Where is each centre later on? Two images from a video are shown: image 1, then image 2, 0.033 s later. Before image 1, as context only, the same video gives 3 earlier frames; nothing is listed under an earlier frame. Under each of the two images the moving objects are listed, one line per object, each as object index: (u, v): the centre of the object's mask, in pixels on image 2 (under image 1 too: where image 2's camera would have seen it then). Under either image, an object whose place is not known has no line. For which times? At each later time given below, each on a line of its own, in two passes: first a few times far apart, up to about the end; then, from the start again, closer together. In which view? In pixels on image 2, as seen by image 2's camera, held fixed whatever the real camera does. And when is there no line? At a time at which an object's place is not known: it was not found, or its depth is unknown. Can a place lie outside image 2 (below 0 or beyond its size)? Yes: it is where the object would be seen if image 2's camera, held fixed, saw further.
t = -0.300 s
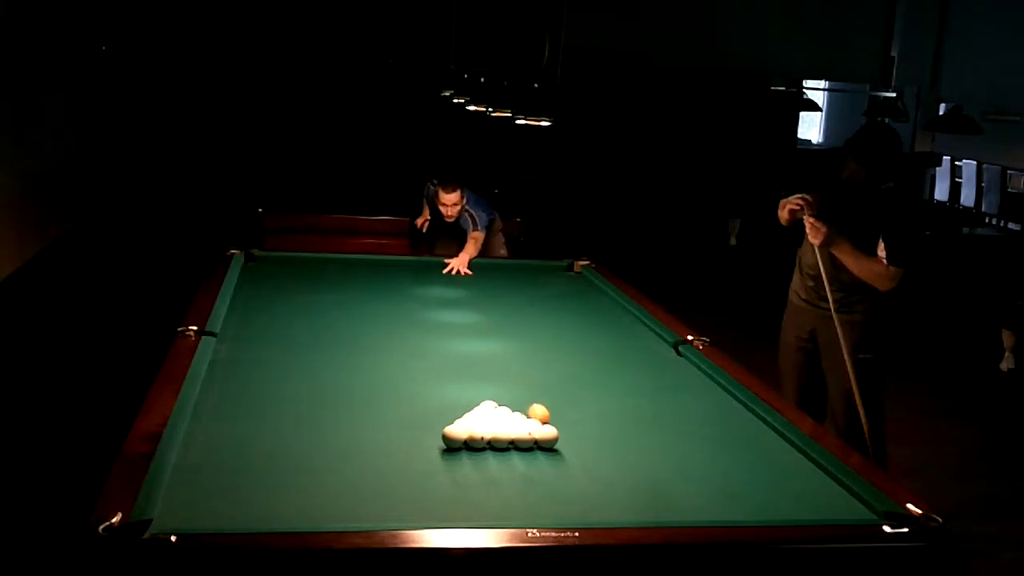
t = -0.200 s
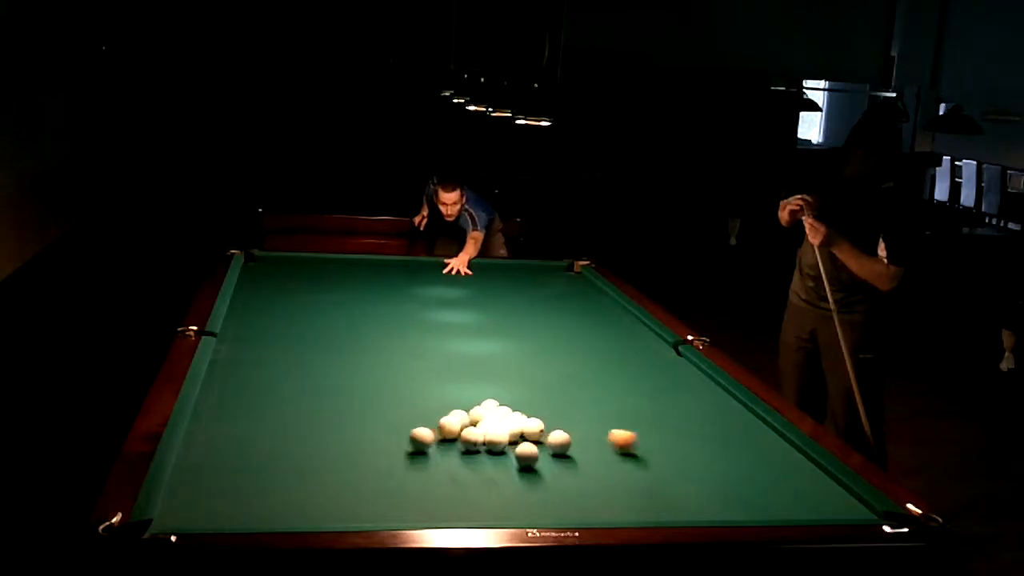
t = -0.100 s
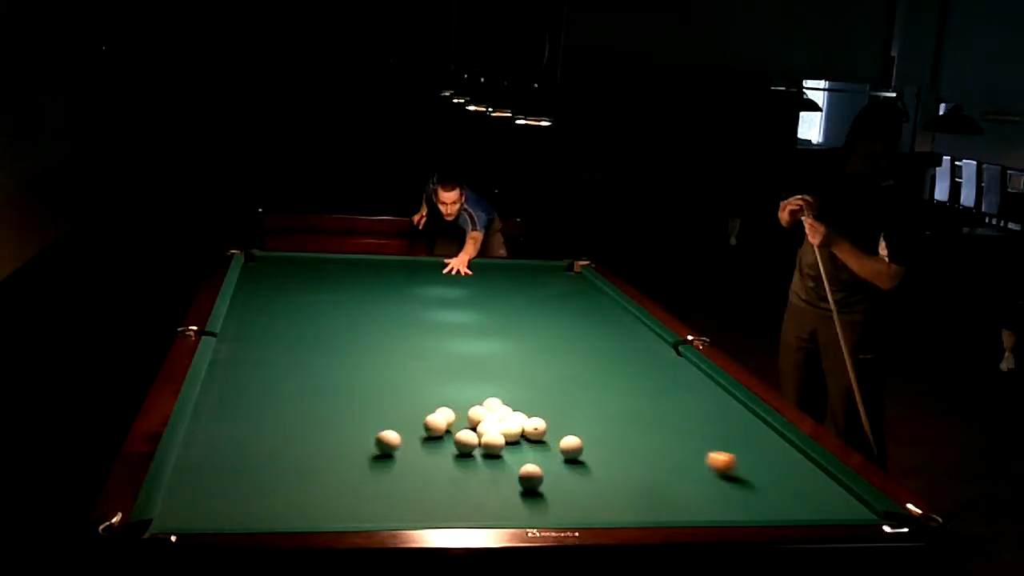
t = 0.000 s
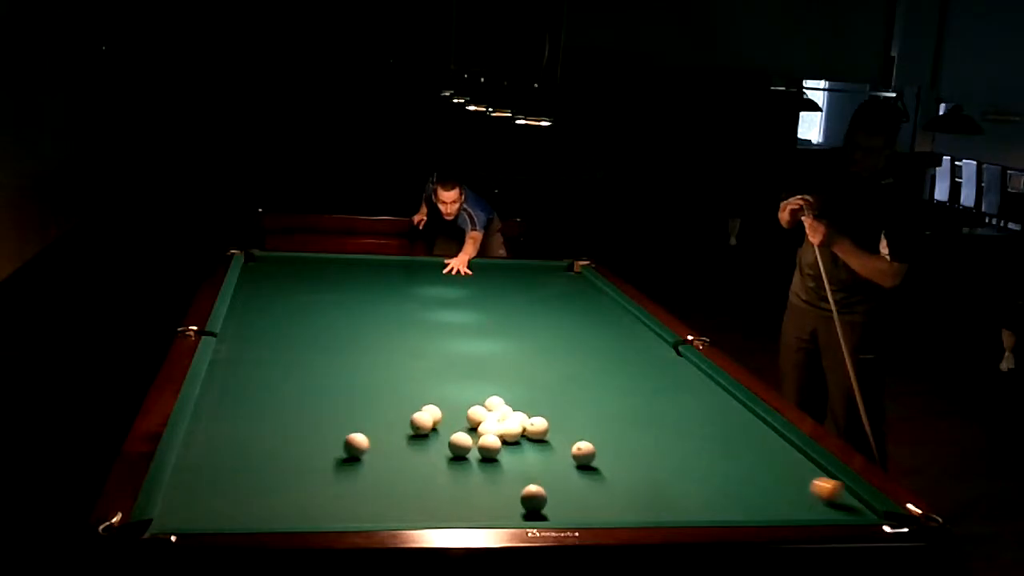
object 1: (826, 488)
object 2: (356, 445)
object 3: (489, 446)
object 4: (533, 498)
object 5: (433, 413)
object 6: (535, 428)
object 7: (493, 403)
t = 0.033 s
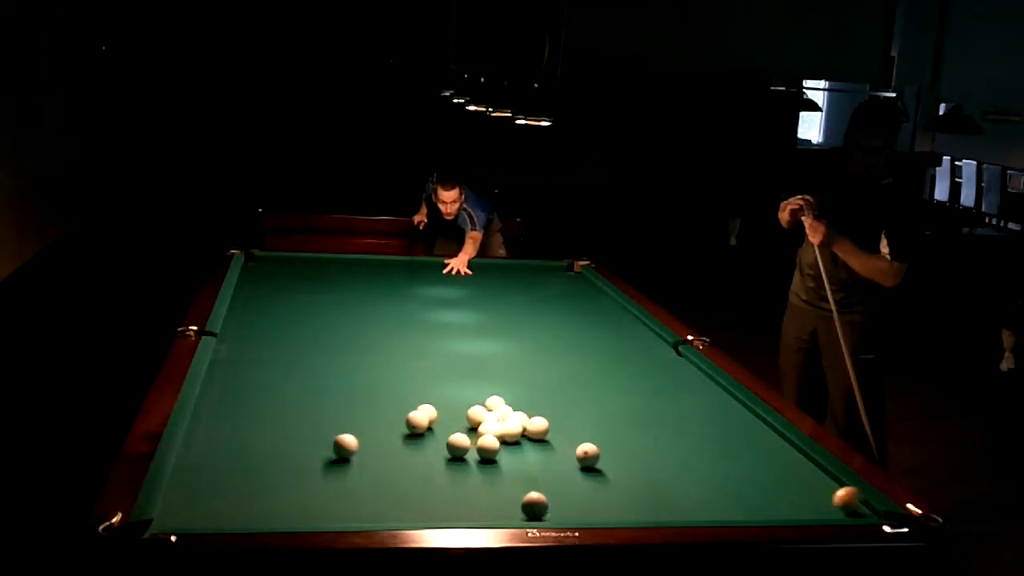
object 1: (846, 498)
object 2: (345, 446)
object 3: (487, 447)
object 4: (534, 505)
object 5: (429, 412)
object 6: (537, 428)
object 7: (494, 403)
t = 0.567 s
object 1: (660, 464)
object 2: (203, 461)
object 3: (464, 464)
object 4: (495, 460)
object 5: (363, 401)
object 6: (545, 424)
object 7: (504, 397)
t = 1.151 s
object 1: (639, 425)
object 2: (313, 470)
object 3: (417, 478)
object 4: (498, 437)
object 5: (301, 390)
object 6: (549, 423)
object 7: (510, 394)
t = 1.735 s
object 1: (622, 395)
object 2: (346, 474)
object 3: (382, 493)
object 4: (502, 429)
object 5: (249, 380)
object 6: (550, 423)
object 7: (514, 392)
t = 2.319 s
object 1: (609, 371)
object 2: (345, 476)
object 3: (352, 505)
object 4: (507, 428)
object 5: (223, 372)
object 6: (550, 423)
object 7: (514, 390)
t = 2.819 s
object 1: (599, 355)
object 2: (346, 476)
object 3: (332, 512)
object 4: (508, 428)
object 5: (242, 370)
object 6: (550, 424)
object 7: (514, 390)
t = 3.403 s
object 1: (589, 340)
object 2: (345, 476)
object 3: (316, 517)
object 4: (508, 428)
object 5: (257, 368)
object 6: (550, 424)
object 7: (514, 390)
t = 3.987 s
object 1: (580, 328)
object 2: (346, 476)
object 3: (313, 516)
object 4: (508, 429)
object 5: (265, 368)
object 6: (550, 424)
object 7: (514, 390)
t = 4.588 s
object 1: (572, 317)
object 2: (346, 476)
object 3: (314, 516)
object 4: (508, 429)
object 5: (266, 367)
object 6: (550, 423)
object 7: (514, 391)
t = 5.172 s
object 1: (564, 309)
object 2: (349, 476)
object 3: (313, 516)
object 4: (508, 429)
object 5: (266, 367)
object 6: (550, 423)
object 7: (514, 390)
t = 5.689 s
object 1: (558, 304)
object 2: (348, 476)
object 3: (313, 516)
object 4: (508, 429)
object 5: (266, 367)
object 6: (550, 424)
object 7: (514, 390)
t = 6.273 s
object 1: (552, 299)
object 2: (348, 476)
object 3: (313, 516)
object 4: (508, 429)
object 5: (266, 367)
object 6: (550, 423)
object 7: (514, 390)
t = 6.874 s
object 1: (546, 295)
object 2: (348, 476)
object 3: (313, 516)
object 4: (508, 429)
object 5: (266, 367)
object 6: (550, 423)
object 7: (514, 390)
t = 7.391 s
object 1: (543, 293)
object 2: (348, 476)
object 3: (313, 516)
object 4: (508, 429)
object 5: (266, 367)
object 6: (550, 423)
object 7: (514, 390)
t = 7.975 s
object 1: (541, 292)
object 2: (348, 476)
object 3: (313, 516)
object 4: (508, 429)
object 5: (266, 367)
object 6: (550, 423)
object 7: (514, 390)
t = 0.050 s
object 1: (840, 501)
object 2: (340, 446)
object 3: (487, 447)
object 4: (535, 509)
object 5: (427, 412)
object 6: (537, 428)
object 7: (494, 402)
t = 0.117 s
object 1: (813, 511)
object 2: (318, 448)
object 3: (484, 450)
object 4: (534, 512)
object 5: (418, 410)
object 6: (537, 427)
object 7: (495, 402)
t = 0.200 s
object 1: (761, 503)
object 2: (290, 450)
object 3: (481, 453)
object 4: (524, 502)
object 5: (407, 409)
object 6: (540, 427)
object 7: (496, 400)
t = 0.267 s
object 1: (720, 493)
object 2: (268, 452)
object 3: (479, 455)
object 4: (517, 493)
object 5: (399, 407)
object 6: (541, 426)
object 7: (498, 400)
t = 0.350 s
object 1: (679, 481)
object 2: (239, 455)
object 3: (475, 457)
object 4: (509, 483)
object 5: (389, 405)
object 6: (542, 425)
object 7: (500, 399)
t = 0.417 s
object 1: (660, 476)
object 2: (217, 457)
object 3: (473, 459)
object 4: (503, 476)
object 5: (381, 403)
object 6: (543, 425)
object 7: (502, 398)
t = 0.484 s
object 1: (662, 471)
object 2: (194, 460)
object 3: (471, 462)
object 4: (497, 468)
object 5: (373, 401)
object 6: (544, 424)
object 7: (503, 398)
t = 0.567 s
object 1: (660, 464)
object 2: (203, 461)
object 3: (464, 464)
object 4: (495, 460)
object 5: (363, 401)
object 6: (545, 424)
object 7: (504, 397)
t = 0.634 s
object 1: (657, 459)
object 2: (216, 462)
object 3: (457, 465)
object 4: (494, 454)
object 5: (355, 399)
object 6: (546, 424)
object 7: (505, 397)
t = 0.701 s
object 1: (655, 454)
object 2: (229, 463)
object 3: (450, 467)
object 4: (494, 449)
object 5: (348, 398)
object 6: (546, 424)
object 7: (506, 396)
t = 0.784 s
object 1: (652, 448)
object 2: (245, 465)
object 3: (441, 468)
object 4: (494, 443)
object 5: (338, 396)
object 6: (547, 424)
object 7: (507, 396)
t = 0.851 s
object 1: (649, 444)
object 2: (258, 466)
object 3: (436, 470)
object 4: (494, 441)
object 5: (331, 395)
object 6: (548, 423)
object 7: (507, 396)
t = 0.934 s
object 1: (647, 438)
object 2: (273, 467)
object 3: (431, 472)
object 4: (495, 440)
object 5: (323, 394)
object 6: (548, 423)
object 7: (508, 395)
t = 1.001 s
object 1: (644, 434)
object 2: (286, 468)
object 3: (427, 474)
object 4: (496, 439)
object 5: (316, 392)
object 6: (549, 423)
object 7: (509, 395)
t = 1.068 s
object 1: (642, 430)
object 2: (298, 469)
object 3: (422, 476)
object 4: (497, 438)
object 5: (309, 391)
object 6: (549, 423)
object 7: (510, 394)
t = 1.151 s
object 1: (639, 425)
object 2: (313, 470)
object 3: (417, 478)
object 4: (498, 437)
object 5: (301, 390)
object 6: (549, 423)
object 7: (510, 394)
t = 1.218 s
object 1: (637, 421)
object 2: (325, 470)
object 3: (413, 480)
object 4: (498, 436)
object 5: (294, 388)
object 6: (549, 423)
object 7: (511, 394)
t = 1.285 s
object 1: (635, 418)
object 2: (337, 472)
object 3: (409, 482)
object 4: (499, 435)
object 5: (288, 387)
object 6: (550, 423)
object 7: (511, 394)
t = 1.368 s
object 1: (632, 413)
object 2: (348, 472)
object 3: (404, 484)
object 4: (499, 434)
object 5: (280, 386)
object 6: (549, 424)
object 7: (512, 393)
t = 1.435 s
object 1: (630, 409)
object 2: (347, 473)
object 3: (400, 486)
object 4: (500, 433)
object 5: (274, 385)
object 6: (549, 424)
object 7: (512, 393)
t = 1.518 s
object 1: (628, 405)
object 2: (346, 473)
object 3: (395, 487)
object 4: (500, 431)
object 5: (267, 384)
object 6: (549, 423)
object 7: (512, 392)
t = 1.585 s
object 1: (626, 402)
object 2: (346, 474)
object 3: (391, 489)
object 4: (501, 431)
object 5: (261, 382)
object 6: (550, 423)
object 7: (513, 392)
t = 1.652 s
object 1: (624, 398)
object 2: (346, 474)
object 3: (387, 491)
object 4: (501, 430)
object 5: (256, 381)
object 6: (550, 423)
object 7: (513, 392)
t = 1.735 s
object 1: (622, 395)
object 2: (346, 474)
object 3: (382, 493)
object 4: (502, 429)
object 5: (249, 380)
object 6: (550, 423)
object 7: (514, 392)
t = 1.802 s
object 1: (621, 392)
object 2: (345, 475)
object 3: (379, 494)
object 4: (503, 429)
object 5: (244, 379)
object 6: (550, 423)
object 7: (514, 391)
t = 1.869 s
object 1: (619, 389)
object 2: (345, 475)
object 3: (375, 496)
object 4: (504, 429)
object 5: (238, 378)
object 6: (550, 423)
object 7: (514, 391)
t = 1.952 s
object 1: (617, 385)
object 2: (345, 475)
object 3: (371, 497)
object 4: (505, 428)
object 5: (232, 377)
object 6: (550, 423)
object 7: (514, 391)
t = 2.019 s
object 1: (615, 382)
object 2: (345, 475)
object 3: (368, 498)
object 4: (505, 428)
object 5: (227, 376)
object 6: (550, 423)
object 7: (514, 391)
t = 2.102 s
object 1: (613, 379)
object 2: (345, 475)
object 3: (363, 501)
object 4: (506, 428)
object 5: (221, 375)
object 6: (550, 423)
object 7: (514, 390)
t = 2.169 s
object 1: (612, 377)
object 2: (345, 476)
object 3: (360, 502)
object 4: (506, 428)
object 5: (217, 373)
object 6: (550, 423)
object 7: (514, 390)
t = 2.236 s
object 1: (611, 374)
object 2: (345, 476)
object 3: (356, 503)
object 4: (507, 428)
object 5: (220, 372)
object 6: (550, 423)
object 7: (514, 390)
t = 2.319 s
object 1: (609, 371)
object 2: (345, 476)
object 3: (352, 505)
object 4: (507, 428)
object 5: (223, 372)
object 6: (550, 423)
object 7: (514, 390)
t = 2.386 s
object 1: (607, 369)
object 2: (345, 476)
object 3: (349, 506)
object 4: (507, 428)
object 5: (226, 372)
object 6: (550, 423)
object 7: (514, 390)
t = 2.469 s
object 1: (606, 366)
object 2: (345, 476)
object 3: (346, 508)
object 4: (508, 428)
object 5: (229, 372)
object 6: (550, 424)
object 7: (514, 390)
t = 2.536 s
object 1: (604, 363)
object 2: (346, 476)
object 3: (343, 509)
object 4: (508, 428)
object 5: (231, 371)
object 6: (550, 424)
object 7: (514, 390)
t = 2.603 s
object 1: (603, 362)
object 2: (346, 476)
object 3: (340, 510)
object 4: (508, 428)
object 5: (234, 371)
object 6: (550, 424)
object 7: (514, 390)
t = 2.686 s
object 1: (602, 359)
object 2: (346, 476)
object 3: (336, 511)
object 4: (508, 428)
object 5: (237, 370)
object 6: (550, 424)
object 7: (514, 390)
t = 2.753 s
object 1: (601, 357)
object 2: (346, 476)
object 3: (334, 511)
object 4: (508, 428)
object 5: (239, 370)
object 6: (550, 424)
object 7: (514, 390)
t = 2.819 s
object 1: (599, 355)
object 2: (346, 476)
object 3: (332, 512)
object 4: (508, 428)
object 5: (242, 370)
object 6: (550, 424)
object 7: (514, 390)
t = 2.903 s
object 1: (598, 353)
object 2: (346, 476)
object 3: (329, 513)
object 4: (508, 428)
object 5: (244, 369)
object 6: (550, 424)
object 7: (514, 390)
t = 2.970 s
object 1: (596, 351)
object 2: (345, 476)
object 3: (327, 513)
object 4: (508, 428)
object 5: (246, 369)
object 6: (550, 424)
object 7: (514, 390)
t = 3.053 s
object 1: (595, 349)
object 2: (346, 476)
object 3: (324, 514)
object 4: (508, 428)
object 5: (248, 369)
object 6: (550, 424)
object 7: (514, 390)
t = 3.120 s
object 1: (594, 347)
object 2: (346, 476)
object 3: (322, 515)
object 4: (508, 428)
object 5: (250, 369)
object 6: (550, 424)
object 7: (514, 390)
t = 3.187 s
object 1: (593, 345)
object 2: (346, 476)
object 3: (321, 515)
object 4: (508, 428)
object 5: (252, 369)
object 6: (550, 424)
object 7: (514, 390)
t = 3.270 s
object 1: (591, 343)
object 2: (346, 476)
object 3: (319, 516)
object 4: (508, 428)
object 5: (254, 369)
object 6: (550, 424)
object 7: (514, 390)
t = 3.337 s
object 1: (590, 341)
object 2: (346, 476)
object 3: (317, 516)
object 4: (508, 428)
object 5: (256, 369)
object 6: (550, 424)
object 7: (514, 390)
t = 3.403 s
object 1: (589, 340)
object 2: (345, 476)
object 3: (316, 517)
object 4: (508, 428)
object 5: (257, 368)
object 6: (550, 424)
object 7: (514, 390)
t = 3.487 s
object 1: (588, 338)
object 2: (345, 476)
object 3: (315, 517)
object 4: (508, 428)
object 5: (259, 368)
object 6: (550, 424)
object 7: (514, 390)
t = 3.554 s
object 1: (587, 336)
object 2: (346, 476)
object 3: (314, 517)
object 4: (508, 428)
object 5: (260, 368)
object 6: (550, 424)
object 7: (514, 390)
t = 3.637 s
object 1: (585, 334)
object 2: (346, 476)
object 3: (314, 517)
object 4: (508, 428)
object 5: (261, 368)
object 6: (550, 424)
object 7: (514, 390)
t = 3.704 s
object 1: (584, 333)
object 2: (346, 476)
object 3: (313, 517)
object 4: (508, 428)
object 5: (262, 367)
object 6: (550, 424)
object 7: (514, 390)
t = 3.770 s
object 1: (583, 332)
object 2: (345, 476)
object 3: (313, 517)
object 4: (508, 428)
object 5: (263, 368)
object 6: (550, 424)
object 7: (514, 390)
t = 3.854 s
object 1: (582, 330)
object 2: (346, 476)
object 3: (313, 517)
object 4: (508, 428)
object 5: (264, 368)
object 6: (550, 424)
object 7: (514, 390)
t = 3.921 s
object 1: (581, 329)
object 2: (346, 476)
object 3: (313, 517)
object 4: (508, 428)
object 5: (264, 368)
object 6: (550, 424)
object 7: (514, 390)
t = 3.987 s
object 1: (580, 328)
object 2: (346, 476)
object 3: (313, 516)
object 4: (508, 429)
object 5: (265, 368)
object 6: (550, 424)
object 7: (514, 390)
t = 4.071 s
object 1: (578, 326)
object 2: (346, 475)
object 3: (313, 516)
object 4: (508, 429)
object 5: (265, 368)
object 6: (550, 424)
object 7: (514, 390)
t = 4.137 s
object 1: (577, 325)
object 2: (346, 476)
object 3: (313, 516)
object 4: (508, 429)
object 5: (266, 367)
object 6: (550, 423)
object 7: (514, 390)
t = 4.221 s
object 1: (576, 323)
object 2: (345, 476)
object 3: (313, 516)
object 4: (508, 429)
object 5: (266, 367)
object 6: (550, 423)
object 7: (514, 390)
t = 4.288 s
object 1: (575, 322)
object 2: (346, 475)
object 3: (314, 516)
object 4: (508, 429)
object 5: (266, 367)
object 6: (550, 423)
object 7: (514, 390)
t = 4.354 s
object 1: (574, 321)
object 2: (346, 475)
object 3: (314, 516)
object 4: (508, 429)
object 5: (267, 367)
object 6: (550, 423)
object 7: (514, 390)
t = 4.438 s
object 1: (574, 320)
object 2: (346, 476)
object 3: (314, 516)
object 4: (508, 429)
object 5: (267, 367)
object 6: (550, 423)
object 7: (514, 390)
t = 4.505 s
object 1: (573, 319)
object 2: (346, 476)
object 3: (314, 516)
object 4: (508, 429)
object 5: (266, 367)
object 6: (550, 423)
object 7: (514, 390)
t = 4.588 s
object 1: (572, 317)
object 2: (346, 476)
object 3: (314, 516)
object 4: (508, 429)
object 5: (266, 367)
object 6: (550, 423)
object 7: (514, 391)
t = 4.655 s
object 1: (570, 316)
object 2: (346, 476)
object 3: (313, 516)
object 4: (508, 429)
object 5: (266, 367)
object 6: (550, 423)
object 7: (514, 391)
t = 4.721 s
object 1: (570, 315)
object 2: (346, 476)
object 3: (314, 516)
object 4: (508, 429)
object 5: (266, 367)
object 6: (550, 423)
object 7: (514, 391)
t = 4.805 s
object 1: (569, 314)
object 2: (346, 476)
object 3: (313, 516)
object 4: (508, 429)
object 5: (266, 367)
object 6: (550, 423)
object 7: (514, 391)
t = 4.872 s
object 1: (568, 313)
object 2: (347, 476)
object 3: (313, 516)
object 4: (508, 429)
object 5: (266, 367)
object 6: (550, 423)
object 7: (514, 391)
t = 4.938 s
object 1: (567, 312)
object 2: (348, 476)
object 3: (314, 516)
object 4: (508, 429)
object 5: (266, 367)
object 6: (550, 423)
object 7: (514, 391)
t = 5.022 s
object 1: (566, 311)
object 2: (348, 476)
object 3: (314, 516)
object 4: (508, 429)
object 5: (266, 368)
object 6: (550, 423)
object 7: (514, 391)
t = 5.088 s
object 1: (565, 310)
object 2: (349, 476)
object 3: (313, 516)
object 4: (508, 429)
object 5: (266, 367)
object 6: (550, 423)
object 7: (514, 390)
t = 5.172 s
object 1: (564, 309)
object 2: (349, 476)
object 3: (313, 516)
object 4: (508, 429)
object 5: (266, 367)
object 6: (550, 423)
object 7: (514, 390)
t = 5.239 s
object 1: (563, 309)
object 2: (349, 476)
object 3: (313, 516)
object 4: (508, 429)
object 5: (266, 367)
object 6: (550, 423)
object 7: (514, 390)
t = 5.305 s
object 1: (562, 308)
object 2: (349, 476)
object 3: (313, 516)
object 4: (508, 429)
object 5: (266, 367)
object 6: (550, 424)
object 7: (514, 391)
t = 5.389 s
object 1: (561, 307)
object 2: (349, 476)
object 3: (313, 516)
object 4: (508, 429)
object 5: (266, 367)
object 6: (550, 424)
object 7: (514, 391)
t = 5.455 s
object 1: (561, 306)
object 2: (348, 476)
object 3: (313, 516)
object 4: (508, 429)
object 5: (266, 367)
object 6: (550, 424)
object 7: (514, 391)
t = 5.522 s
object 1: (560, 305)
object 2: (348, 476)
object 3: (313, 516)
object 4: (508, 429)
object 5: (266, 367)
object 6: (550, 424)
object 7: (514, 390)
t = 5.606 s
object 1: (559, 305)
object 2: (348, 476)
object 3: (313, 516)
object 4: (508, 429)
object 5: (266, 367)
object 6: (550, 424)
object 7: (514, 390)
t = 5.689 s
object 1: (558, 304)
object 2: (348, 476)
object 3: (313, 516)
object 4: (508, 429)
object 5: (266, 367)
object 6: (550, 424)
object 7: (514, 390)
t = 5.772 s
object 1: (557, 303)
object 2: (348, 476)
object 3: (313, 516)
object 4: (508, 429)
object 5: (266, 367)
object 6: (550, 424)
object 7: (514, 390)
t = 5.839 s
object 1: (557, 303)
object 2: (348, 476)
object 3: (313, 516)
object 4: (508, 429)
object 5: (267, 367)
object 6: (550, 424)
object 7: (514, 390)
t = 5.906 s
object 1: (556, 302)
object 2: (348, 476)
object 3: (313, 516)
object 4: (508, 429)
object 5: (266, 367)
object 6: (550, 424)
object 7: (514, 390)
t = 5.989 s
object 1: (555, 301)
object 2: (348, 476)
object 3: (313, 516)
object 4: (508, 429)
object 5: (266, 367)
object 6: (550, 424)
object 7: (514, 390)
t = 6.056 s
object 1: (554, 301)
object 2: (348, 476)
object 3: (313, 516)
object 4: (508, 429)
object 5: (266, 367)
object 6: (550, 424)
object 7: (514, 390)
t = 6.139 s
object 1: (553, 300)
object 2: (348, 476)
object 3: (313, 516)
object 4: (508, 429)
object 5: (266, 367)
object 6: (550, 423)
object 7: (514, 390)
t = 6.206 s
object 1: (553, 299)
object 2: (348, 476)
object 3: (313, 516)
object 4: (508, 429)
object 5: (266, 367)
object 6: (550, 423)
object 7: (514, 390)
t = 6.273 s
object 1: (552, 299)
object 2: (348, 476)
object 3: (313, 516)
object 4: (508, 429)
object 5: (266, 367)
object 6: (550, 423)
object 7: (514, 390)
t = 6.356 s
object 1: (551, 298)
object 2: (348, 476)
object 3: (313, 516)
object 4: (508, 429)
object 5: (266, 367)
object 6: (550, 423)
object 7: (514, 390)
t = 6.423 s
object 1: (550, 298)
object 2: (348, 476)
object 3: (313, 516)
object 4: (508, 429)
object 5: (266, 367)
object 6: (550, 423)
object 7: (514, 391)
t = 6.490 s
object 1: (549, 298)
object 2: (348, 476)
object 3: (313, 516)
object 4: (508, 429)
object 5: (266, 367)
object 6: (550, 423)
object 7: (514, 391)
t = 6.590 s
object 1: (548, 297)
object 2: (348, 476)
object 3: (313, 516)
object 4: (508, 429)
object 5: (266, 367)
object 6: (550, 423)
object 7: (514, 390)
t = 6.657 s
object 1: (548, 297)
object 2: (348, 476)
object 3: (313, 516)
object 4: (508, 429)
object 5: (266, 367)
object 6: (550, 423)
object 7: (514, 390)
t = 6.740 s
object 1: (547, 296)
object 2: (348, 476)
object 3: (313, 516)
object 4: (508, 429)
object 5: (266, 367)
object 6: (550, 423)
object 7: (514, 390)
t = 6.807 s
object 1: (547, 296)
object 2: (348, 476)
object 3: (313, 516)
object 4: (508, 429)
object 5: (266, 367)
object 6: (550, 423)
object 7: (514, 390)
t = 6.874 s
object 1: (546, 295)
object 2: (348, 476)
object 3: (313, 516)
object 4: (508, 429)
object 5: (266, 367)
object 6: (550, 423)
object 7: (514, 390)
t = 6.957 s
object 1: (545, 295)
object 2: (348, 476)
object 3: (313, 516)
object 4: (508, 429)
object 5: (266, 367)
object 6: (550, 423)
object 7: (514, 390)
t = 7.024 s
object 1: (545, 295)
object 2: (348, 476)
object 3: (313, 516)
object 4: (508, 429)
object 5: (266, 367)
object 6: (550, 423)
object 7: (514, 390)
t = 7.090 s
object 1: (544, 294)
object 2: (348, 476)
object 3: (313, 516)
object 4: (508, 429)
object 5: (266, 367)
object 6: (550, 423)
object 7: (514, 390)
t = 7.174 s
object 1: (544, 294)
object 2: (348, 476)
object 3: (313, 516)
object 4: (508, 429)
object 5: (266, 367)
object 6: (550, 423)
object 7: (514, 390)
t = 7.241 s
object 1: (543, 294)
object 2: (348, 476)
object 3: (313, 516)
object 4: (508, 429)
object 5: (266, 367)
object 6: (550, 423)
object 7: (514, 390)
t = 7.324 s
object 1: (543, 293)
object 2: (348, 476)
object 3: (313, 516)
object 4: (508, 429)
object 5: (266, 367)
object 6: (550, 423)
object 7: (514, 390)
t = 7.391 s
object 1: (543, 293)
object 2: (348, 476)
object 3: (313, 516)
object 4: (508, 429)
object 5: (266, 367)
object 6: (550, 423)
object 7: (514, 390)
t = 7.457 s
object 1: (543, 293)
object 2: (348, 476)
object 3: (313, 516)
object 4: (508, 429)
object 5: (266, 367)
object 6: (550, 423)
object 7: (514, 390)
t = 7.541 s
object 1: (542, 293)
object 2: (348, 476)
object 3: (313, 516)
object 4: (508, 429)
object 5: (266, 367)
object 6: (550, 423)
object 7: (514, 390)
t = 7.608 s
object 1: (542, 293)
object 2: (348, 476)
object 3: (313, 516)
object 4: (508, 429)
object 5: (266, 367)
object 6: (550, 423)
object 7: (514, 390)
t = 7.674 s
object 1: (542, 293)
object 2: (348, 476)
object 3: (313, 516)
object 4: (508, 429)
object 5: (266, 367)
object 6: (550, 423)
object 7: (514, 390)
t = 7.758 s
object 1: (542, 292)
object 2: (348, 476)
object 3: (313, 516)
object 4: (508, 429)
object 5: (266, 367)
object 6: (550, 423)
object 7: (514, 390)
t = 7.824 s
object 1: (541, 292)
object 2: (348, 476)
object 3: (313, 516)
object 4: (508, 429)
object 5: (266, 367)
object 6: (550, 423)
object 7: (514, 390)
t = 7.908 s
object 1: (541, 292)
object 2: (348, 476)
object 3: (313, 516)
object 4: (508, 429)
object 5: (266, 367)
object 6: (550, 423)
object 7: (514, 390)
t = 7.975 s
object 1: (541, 292)
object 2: (348, 476)
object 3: (313, 516)
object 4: (508, 429)
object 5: (266, 367)
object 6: (550, 423)
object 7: (514, 390)
